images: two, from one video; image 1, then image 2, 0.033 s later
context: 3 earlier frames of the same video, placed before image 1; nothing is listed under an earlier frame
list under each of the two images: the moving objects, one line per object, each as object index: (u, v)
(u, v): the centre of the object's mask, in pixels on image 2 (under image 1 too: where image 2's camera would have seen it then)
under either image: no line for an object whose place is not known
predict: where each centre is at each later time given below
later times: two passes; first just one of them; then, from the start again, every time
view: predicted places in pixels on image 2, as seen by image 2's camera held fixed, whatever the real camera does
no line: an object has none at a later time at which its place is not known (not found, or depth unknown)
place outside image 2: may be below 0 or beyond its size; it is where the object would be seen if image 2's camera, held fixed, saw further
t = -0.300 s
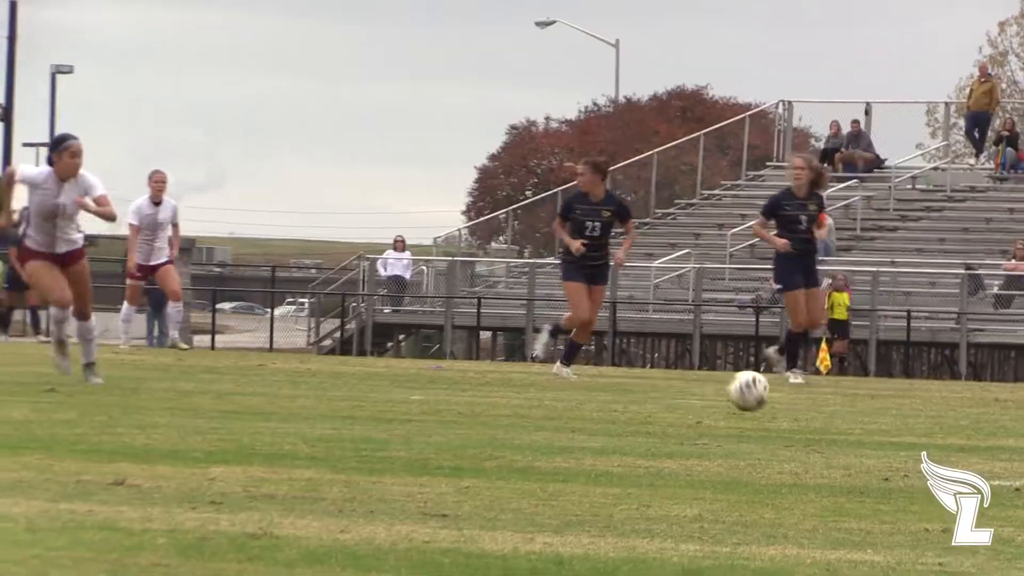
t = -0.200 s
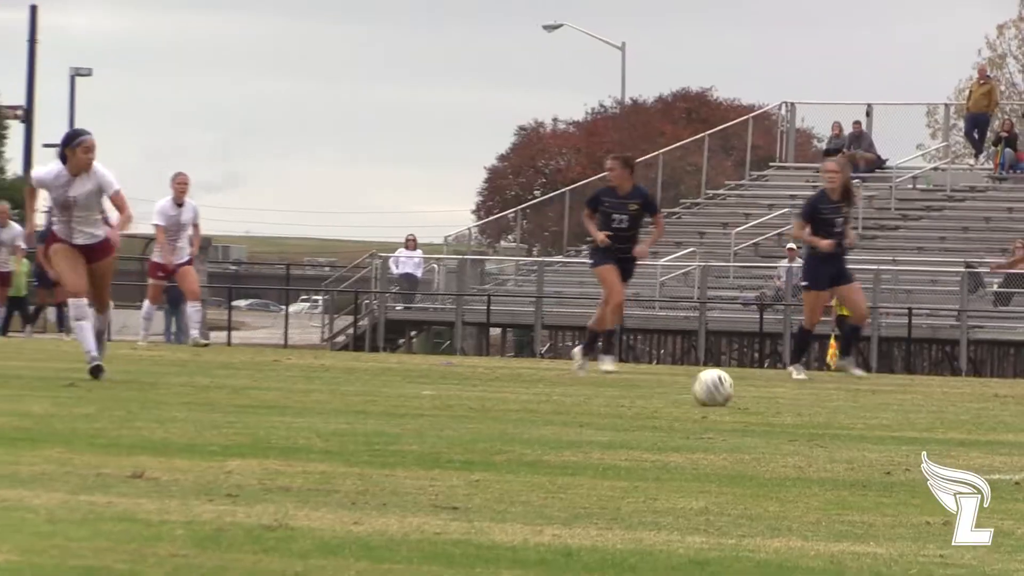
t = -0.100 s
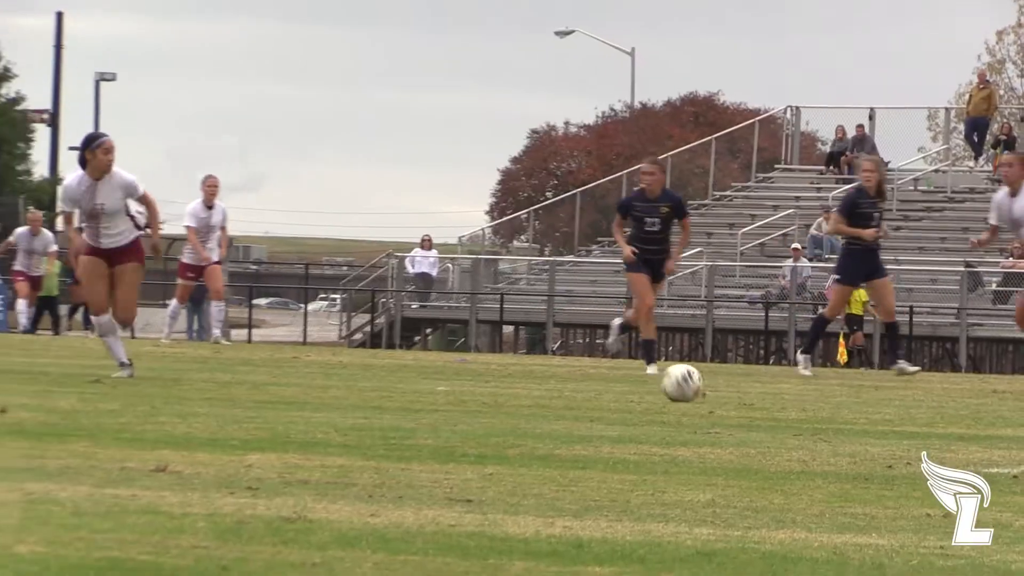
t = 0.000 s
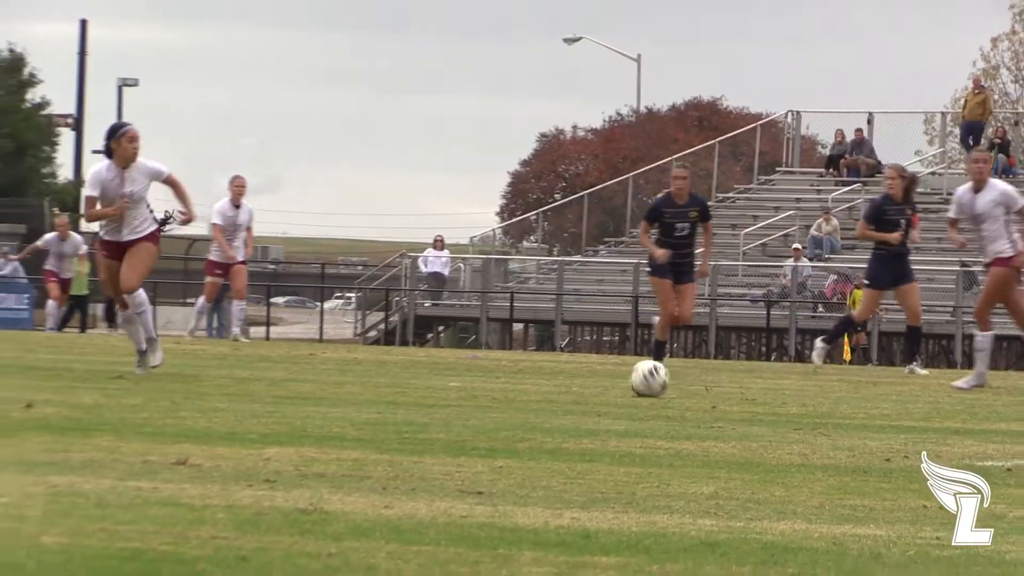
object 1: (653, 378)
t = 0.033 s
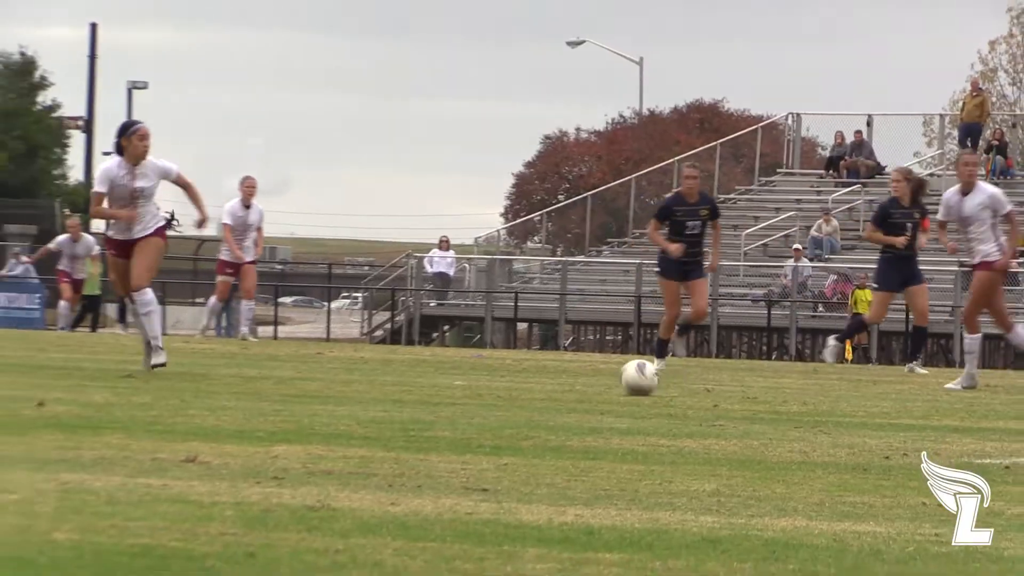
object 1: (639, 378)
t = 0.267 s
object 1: (555, 376)
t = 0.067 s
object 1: (628, 378)
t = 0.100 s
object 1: (615, 378)
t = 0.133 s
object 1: (604, 377)
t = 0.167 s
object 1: (591, 377)
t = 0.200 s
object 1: (578, 376)
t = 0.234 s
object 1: (567, 377)
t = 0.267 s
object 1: (555, 376)
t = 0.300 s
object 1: (544, 374)
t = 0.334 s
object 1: (533, 373)
